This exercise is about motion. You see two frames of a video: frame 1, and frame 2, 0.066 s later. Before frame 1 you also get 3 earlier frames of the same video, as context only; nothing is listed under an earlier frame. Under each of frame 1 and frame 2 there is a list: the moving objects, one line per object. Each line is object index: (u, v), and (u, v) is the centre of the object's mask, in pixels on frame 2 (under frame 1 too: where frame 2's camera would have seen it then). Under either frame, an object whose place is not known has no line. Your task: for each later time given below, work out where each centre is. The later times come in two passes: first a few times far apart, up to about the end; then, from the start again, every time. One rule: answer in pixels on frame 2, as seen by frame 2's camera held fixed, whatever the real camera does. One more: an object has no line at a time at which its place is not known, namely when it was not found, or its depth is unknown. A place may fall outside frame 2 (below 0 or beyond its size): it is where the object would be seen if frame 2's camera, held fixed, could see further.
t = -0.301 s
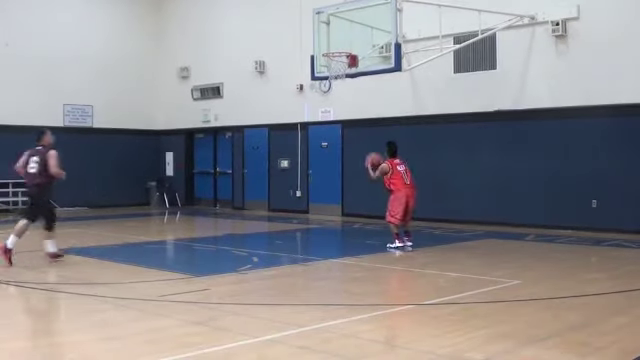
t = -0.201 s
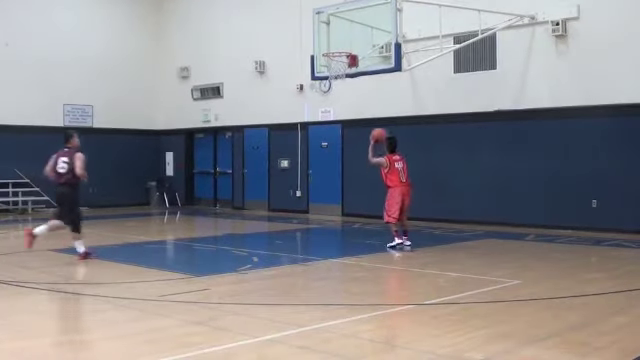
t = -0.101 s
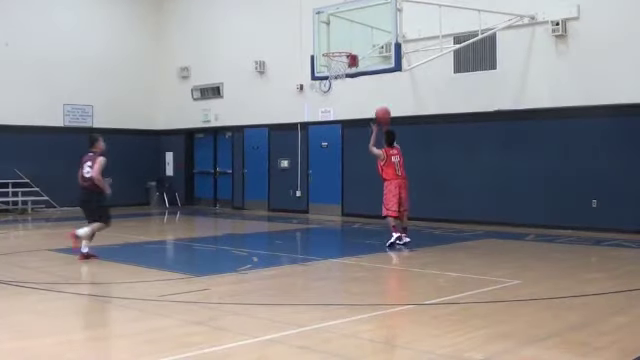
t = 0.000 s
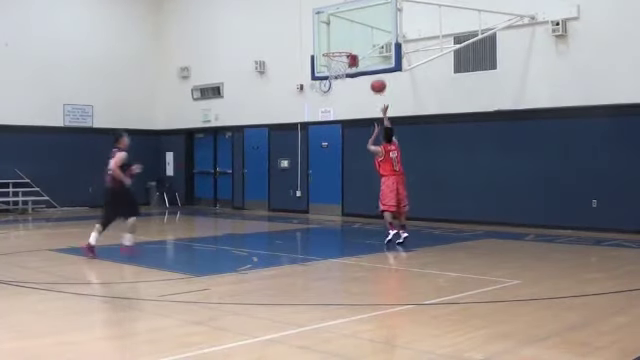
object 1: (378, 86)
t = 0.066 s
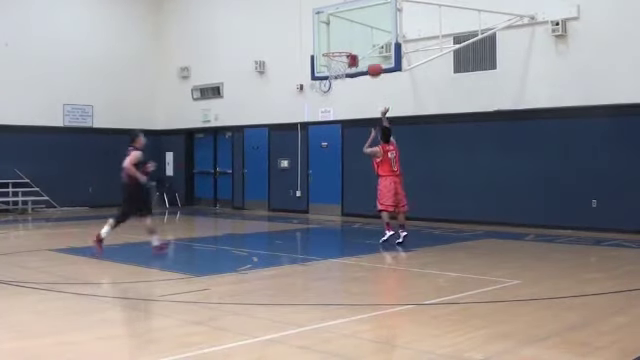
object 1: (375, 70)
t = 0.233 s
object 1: (366, 43)
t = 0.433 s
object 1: (350, 37)
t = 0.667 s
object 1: (328, 61)
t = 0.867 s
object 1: (329, 80)
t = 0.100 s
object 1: (372, 63)
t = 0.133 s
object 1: (371, 57)
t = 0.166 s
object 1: (369, 51)
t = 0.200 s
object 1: (368, 47)
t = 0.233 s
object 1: (366, 43)
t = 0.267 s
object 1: (365, 40)
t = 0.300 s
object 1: (363, 37)
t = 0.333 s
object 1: (360, 36)
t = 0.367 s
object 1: (357, 36)
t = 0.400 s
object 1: (353, 36)
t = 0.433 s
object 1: (350, 37)
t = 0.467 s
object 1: (347, 39)
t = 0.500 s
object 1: (344, 41)
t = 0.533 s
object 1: (341, 44)
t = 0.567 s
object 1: (338, 47)
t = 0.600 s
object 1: (334, 52)
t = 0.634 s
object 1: (330, 57)
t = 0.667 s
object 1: (328, 61)
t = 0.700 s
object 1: (327, 64)
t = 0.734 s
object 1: (327, 66)
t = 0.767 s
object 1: (327, 69)
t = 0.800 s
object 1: (328, 71)
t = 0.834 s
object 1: (329, 76)
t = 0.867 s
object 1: (329, 80)
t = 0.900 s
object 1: (330, 85)
